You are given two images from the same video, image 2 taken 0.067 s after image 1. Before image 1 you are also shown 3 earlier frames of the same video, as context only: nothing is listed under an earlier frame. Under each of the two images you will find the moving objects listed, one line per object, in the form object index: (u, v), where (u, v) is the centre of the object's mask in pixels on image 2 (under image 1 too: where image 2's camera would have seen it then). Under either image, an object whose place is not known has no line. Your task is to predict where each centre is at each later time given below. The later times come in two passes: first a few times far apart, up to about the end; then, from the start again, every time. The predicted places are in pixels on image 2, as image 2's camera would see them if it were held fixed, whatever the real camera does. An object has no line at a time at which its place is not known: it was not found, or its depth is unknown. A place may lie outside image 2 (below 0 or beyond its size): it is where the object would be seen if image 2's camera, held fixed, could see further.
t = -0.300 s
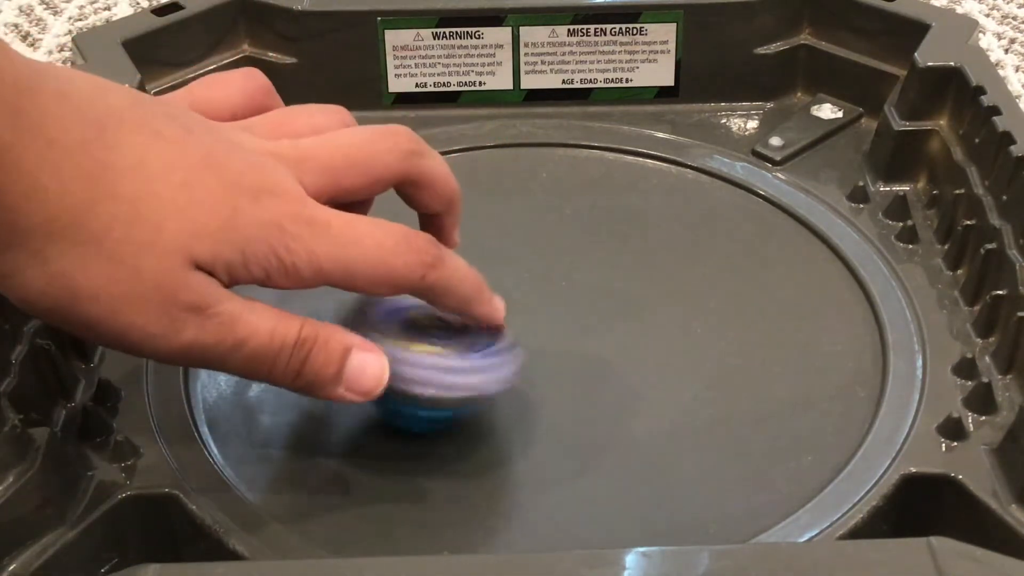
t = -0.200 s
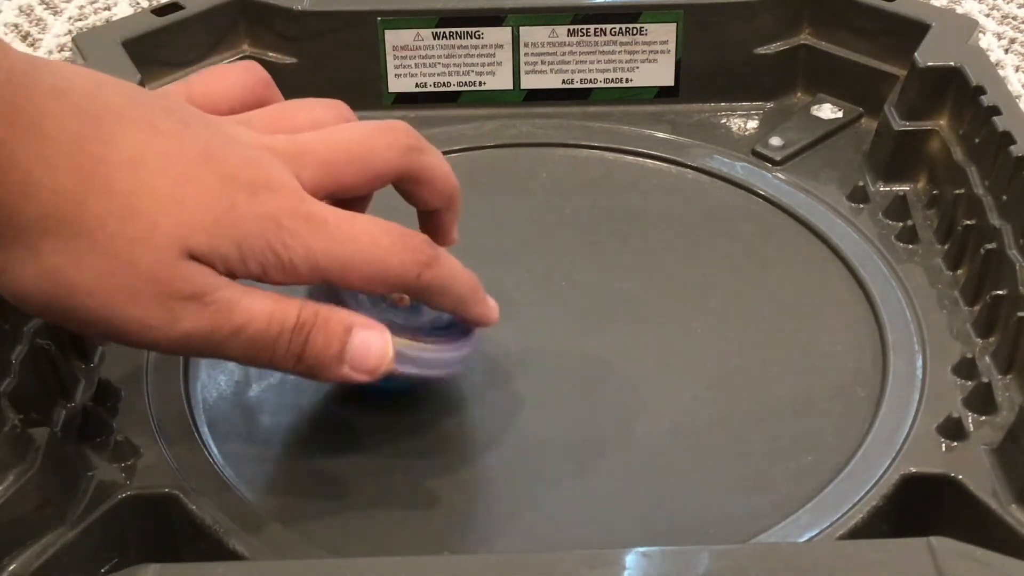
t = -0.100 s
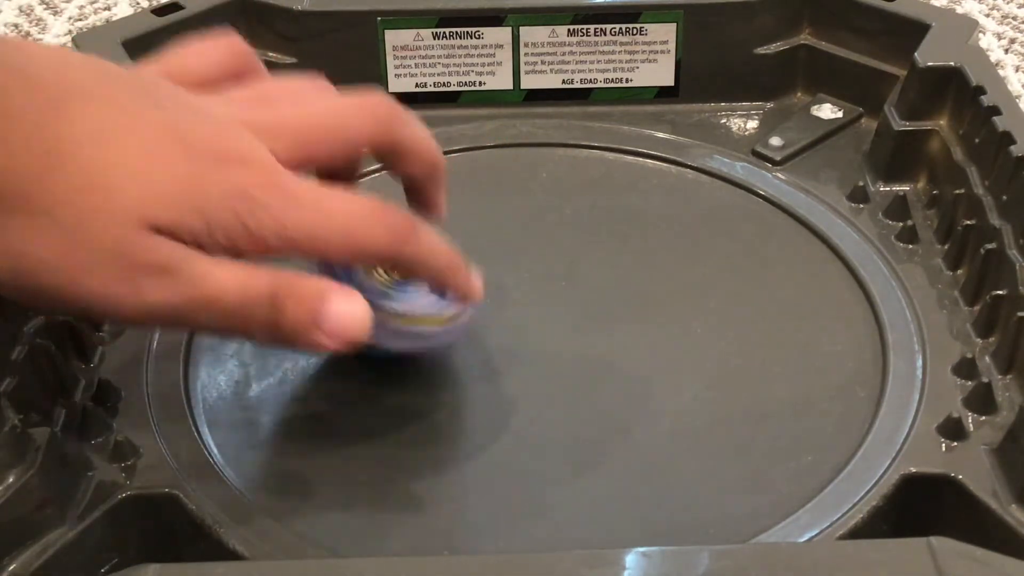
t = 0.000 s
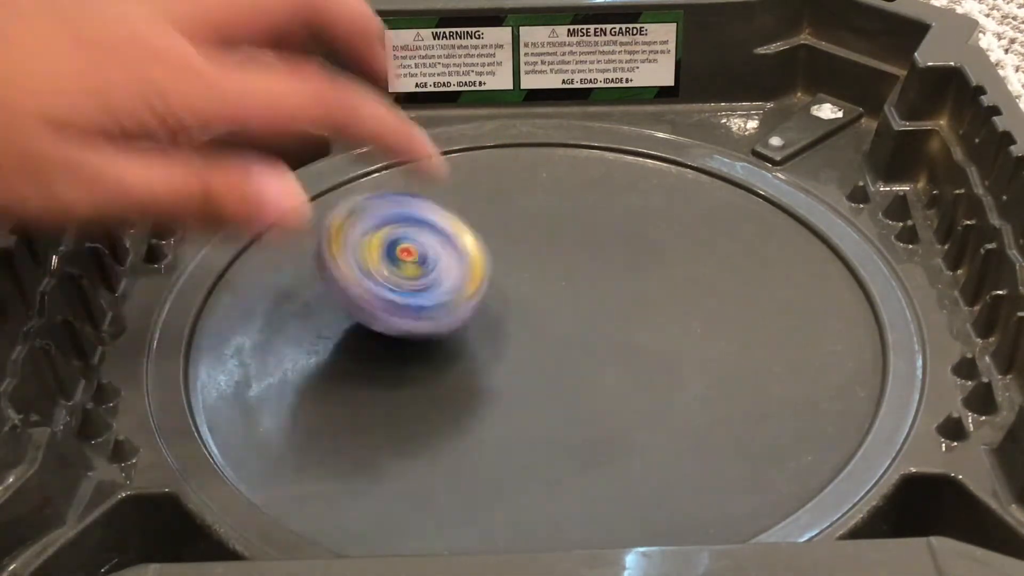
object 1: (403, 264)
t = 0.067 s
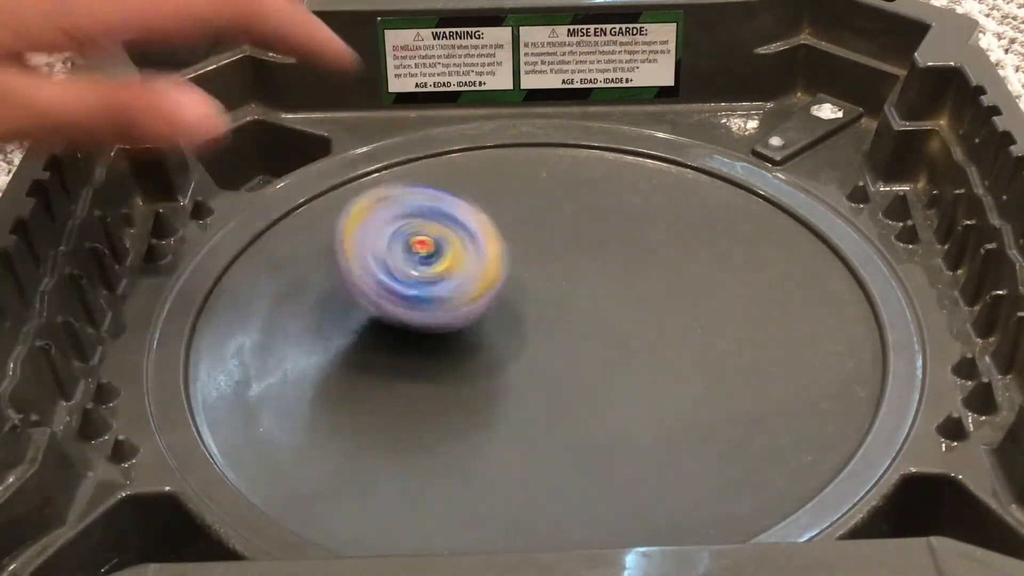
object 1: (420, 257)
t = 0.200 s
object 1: (475, 254)
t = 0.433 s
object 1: (588, 290)
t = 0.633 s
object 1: (635, 336)
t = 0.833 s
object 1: (587, 374)
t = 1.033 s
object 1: (485, 367)
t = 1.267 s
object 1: (413, 308)
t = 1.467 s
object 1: (426, 268)
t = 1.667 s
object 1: (495, 267)
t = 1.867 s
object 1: (574, 300)
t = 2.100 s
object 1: (610, 355)
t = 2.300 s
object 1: (544, 375)
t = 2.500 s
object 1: (464, 344)
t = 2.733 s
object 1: (434, 281)
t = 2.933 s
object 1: (467, 256)
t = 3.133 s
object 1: (530, 276)
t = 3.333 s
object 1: (581, 326)
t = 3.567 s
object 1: (572, 378)
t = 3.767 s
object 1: (501, 371)
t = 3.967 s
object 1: (459, 323)
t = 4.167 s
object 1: (463, 268)
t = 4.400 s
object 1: (520, 258)
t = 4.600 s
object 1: (568, 294)
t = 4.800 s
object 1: (571, 349)
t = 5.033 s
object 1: (504, 379)
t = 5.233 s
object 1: (440, 342)
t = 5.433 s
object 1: (452, 297)
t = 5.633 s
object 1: (500, 271)
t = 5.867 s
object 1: (572, 286)
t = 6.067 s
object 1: (590, 329)
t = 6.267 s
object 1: (547, 364)
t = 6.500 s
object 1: (448, 348)
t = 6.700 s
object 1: (429, 311)
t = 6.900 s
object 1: (466, 285)
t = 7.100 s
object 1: (540, 283)
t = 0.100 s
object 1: (432, 253)
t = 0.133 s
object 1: (443, 253)
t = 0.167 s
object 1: (462, 250)
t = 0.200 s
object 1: (475, 254)
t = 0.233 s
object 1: (494, 255)
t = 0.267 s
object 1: (507, 259)
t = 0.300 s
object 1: (527, 263)
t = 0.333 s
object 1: (541, 268)
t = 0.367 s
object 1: (558, 275)
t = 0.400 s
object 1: (564, 276)
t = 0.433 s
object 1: (588, 290)
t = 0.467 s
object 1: (601, 295)
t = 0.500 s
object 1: (611, 304)
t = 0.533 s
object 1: (623, 308)
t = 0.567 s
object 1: (629, 320)
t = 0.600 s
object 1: (626, 322)
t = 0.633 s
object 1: (635, 336)
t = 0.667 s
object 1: (625, 328)
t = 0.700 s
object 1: (634, 351)
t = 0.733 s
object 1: (630, 359)
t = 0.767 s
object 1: (618, 366)
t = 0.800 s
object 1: (611, 371)
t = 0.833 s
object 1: (587, 374)
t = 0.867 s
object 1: (573, 376)
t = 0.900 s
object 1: (555, 378)
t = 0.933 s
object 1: (538, 378)
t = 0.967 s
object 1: (520, 375)
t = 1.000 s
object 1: (506, 372)
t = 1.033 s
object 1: (485, 367)
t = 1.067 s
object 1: (478, 362)
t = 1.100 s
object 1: (455, 351)
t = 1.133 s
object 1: (450, 346)
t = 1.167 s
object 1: (430, 332)
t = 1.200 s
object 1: (427, 328)
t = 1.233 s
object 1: (411, 311)
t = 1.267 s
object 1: (413, 308)
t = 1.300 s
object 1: (411, 299)
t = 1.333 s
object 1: (409, 291)
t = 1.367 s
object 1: (412, 284)
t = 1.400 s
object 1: (412, 274)
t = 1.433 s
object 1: (421, 272)
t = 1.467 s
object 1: (426, 268)
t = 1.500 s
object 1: (436, 266)
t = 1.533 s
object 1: (443, 262)
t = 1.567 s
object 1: (457, 264)
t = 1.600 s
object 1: (466, 264)
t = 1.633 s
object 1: (482, 265)
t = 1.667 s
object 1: (495, 267)
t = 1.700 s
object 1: (511, 272)
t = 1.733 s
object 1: (523, 276)
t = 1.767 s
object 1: (539, 282)
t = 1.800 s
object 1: (550, 287)
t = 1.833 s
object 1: (564, 294)
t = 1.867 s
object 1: (574, 300)
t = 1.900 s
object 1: (587, 308)
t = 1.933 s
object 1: (594, 315)
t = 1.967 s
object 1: (603, 324)
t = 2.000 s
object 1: (608, 331)
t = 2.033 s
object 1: (610, 340)
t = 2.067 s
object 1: (610, 347)
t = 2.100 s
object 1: (610, 355)
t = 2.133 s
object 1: (606, 361)
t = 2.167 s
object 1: (600, 367)
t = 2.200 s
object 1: (591, 371)
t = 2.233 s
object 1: (583, 374)
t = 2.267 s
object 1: (569, 376)
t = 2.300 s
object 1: (544, 375)
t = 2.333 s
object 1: (542, 375)
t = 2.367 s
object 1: (518, 370)
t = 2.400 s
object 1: (502, 365)
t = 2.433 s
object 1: (489, 358)
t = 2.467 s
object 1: (476, 351)
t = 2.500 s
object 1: (464, 344)
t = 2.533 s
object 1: (462, 338)
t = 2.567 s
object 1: (444, 323)
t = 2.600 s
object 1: (445, 319)
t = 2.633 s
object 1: (442, 310)
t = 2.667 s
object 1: (436, 300)
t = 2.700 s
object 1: (436, 290)
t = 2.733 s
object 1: (434, 281)
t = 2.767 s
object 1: (437, 272)
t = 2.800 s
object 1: (441, 268)
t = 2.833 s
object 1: (444, 261)
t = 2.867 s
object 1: (452, 260)
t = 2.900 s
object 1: (456, 258)
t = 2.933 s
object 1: (467, 256)
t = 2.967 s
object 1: (473, 257)
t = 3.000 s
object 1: (486, 258)
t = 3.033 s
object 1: (493, 262)
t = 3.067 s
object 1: (508, 264)
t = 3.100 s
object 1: (517, 272)
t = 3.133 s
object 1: (530, 276)
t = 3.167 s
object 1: (539, 286)
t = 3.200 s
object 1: (541, 287)
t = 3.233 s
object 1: (561, 301)
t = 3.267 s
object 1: (558, 306)
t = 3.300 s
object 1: (576, 317)
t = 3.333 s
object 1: (581, 326)
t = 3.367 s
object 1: (588, 334)
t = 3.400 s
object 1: (587, 343)
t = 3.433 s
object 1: (590, 351)
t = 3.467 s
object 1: (586, 360)
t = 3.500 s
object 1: (584, 365)
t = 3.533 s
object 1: (577, 374)
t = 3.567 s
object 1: (572, 378)
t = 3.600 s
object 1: (563, 381)
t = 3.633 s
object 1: (540, 382)
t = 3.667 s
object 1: (531, 380)
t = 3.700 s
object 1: (527, 379)
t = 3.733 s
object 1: (503, 373)
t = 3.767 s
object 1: (501, 371)
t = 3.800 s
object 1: (481, 363)
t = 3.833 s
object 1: (483, 359)
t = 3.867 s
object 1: (462, 346)
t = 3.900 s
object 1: (468, 342)
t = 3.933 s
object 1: (461, 331)
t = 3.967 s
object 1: (459, 323)
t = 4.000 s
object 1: (452, 312)
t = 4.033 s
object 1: (454, 303)
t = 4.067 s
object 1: (453, 293)
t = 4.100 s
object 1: (455, 282)
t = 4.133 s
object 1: (460, 276)
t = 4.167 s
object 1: (463, 268)
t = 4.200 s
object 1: (472, 264)
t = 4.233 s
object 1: (476, 260)
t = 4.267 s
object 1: (486, 255)
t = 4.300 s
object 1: (494, 257)
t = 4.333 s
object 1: (503, 254)
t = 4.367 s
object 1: (513, 256)
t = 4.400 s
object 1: (520, 258)
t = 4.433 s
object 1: (532, 260)
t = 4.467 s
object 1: (538, 267)
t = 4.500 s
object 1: (548, 270)
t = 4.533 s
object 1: (555, 280)
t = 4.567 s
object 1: (560, 286)
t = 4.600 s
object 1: (568, 294)
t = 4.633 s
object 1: (569, 303)
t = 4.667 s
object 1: (575, 311)
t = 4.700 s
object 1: (575, 322)
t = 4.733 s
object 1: (576, 330)
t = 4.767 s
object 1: (575, 341)
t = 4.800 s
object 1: (571, 349)
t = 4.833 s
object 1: (568, 356)
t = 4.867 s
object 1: (558, 365)
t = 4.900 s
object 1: (538, 371)
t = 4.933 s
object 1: (540, 376)
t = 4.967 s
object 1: (518, 379)
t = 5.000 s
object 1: (506, 379)
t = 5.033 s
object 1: (504, 379)
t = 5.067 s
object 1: (481, 375)
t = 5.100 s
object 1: (471, 372)
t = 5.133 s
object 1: (461, 367)
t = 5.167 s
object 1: (453, 359)
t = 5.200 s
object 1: (455, 355)
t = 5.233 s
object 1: (440, 342)
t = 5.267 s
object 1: (446, 340)
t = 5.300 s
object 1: (443, 330)
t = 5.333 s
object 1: (444, 322)
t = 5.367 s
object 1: (442, 313)
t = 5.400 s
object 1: (447, 303)
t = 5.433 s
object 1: (452, 297)
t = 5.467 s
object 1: (456, 289)
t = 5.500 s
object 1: (466, 284)
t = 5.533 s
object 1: (472, 280)
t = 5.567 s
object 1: (481, 274)
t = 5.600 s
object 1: (493, 273)
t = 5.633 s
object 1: (500, 271)
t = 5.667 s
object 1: (513, 269)
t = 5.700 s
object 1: (523, 271)
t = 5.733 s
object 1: (533, 271)
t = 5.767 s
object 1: (546, 273)
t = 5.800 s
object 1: (553, 277)
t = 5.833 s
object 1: (564, 280)
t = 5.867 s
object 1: (572, 286)
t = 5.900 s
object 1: (577, 292)
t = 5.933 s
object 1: (585, 296)
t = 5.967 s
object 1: (587, 306)
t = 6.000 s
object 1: (590, 312)
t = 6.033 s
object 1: (594, 321)
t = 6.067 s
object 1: (590, 329)
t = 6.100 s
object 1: (588, 336)
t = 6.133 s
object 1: (584, 344)
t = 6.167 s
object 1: (577, 351)
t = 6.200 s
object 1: (557, 359)
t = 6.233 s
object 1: (556, 362)
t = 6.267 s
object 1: (547, 364)
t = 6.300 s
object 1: (521, 368)
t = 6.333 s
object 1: (518, 368)
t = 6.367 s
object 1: (494, 367)
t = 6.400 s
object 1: (483, 360)
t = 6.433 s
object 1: (478, 362)
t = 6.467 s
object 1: (455, 355)
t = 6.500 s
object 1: (448, 348)
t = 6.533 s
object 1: (446, 346)
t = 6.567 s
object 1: (428, 335)
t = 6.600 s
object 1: (433, 333)
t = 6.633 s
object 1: (428, 324)
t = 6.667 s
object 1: (418, 309)
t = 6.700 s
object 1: (429, 311)
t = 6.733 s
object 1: (429, 302)
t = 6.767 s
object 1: (435, 297)
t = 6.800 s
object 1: (440, 293)
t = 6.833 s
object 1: (445, 289)
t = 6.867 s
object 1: (456, 284)
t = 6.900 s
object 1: (466, 285)
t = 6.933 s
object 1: (474, 282)
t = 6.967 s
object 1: (489, 279)
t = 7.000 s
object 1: (501, 281)
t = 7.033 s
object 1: (512, 280)
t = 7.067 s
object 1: (527, 281)
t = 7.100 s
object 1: (540, 283)
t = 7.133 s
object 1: (551, 284)
